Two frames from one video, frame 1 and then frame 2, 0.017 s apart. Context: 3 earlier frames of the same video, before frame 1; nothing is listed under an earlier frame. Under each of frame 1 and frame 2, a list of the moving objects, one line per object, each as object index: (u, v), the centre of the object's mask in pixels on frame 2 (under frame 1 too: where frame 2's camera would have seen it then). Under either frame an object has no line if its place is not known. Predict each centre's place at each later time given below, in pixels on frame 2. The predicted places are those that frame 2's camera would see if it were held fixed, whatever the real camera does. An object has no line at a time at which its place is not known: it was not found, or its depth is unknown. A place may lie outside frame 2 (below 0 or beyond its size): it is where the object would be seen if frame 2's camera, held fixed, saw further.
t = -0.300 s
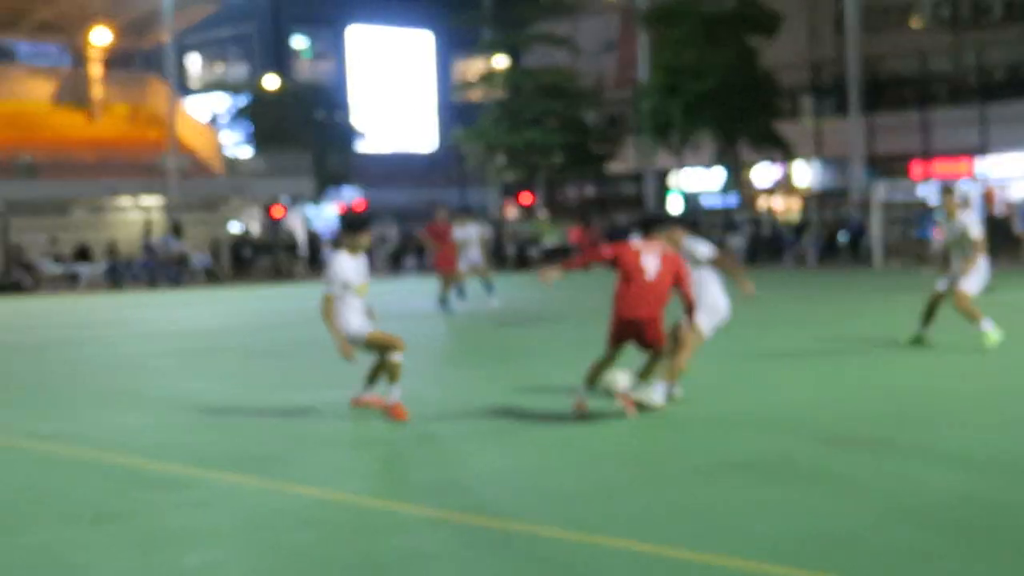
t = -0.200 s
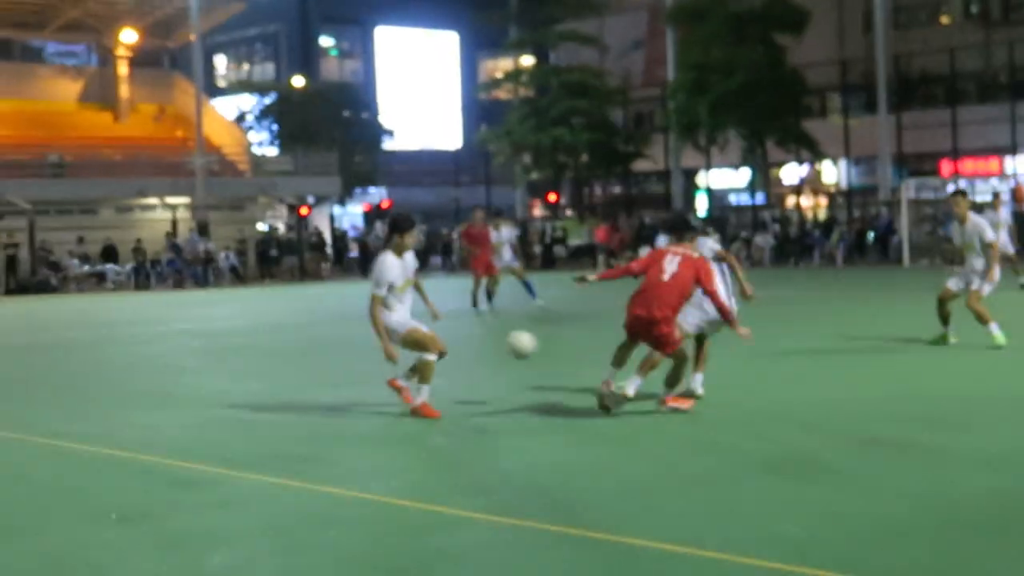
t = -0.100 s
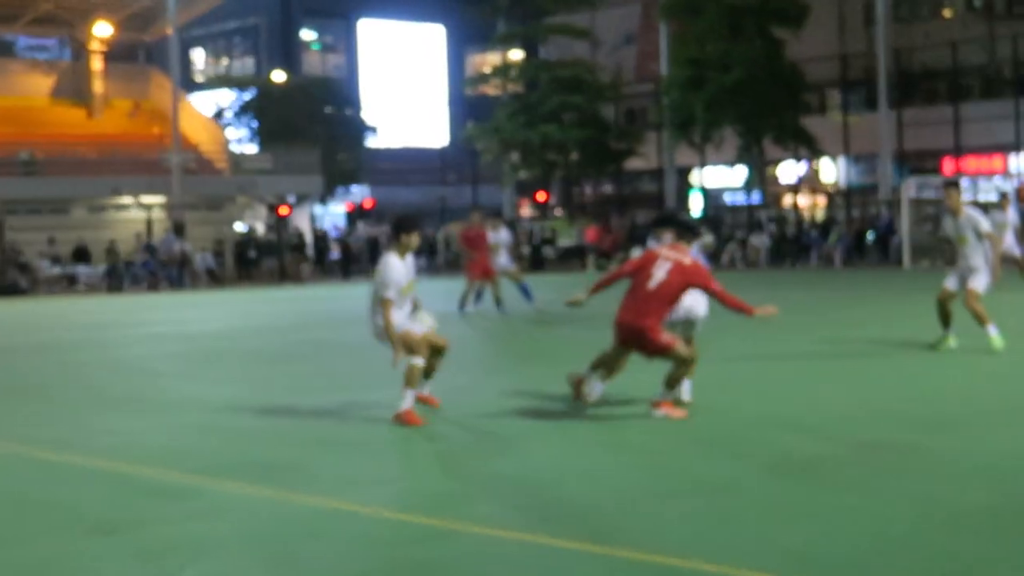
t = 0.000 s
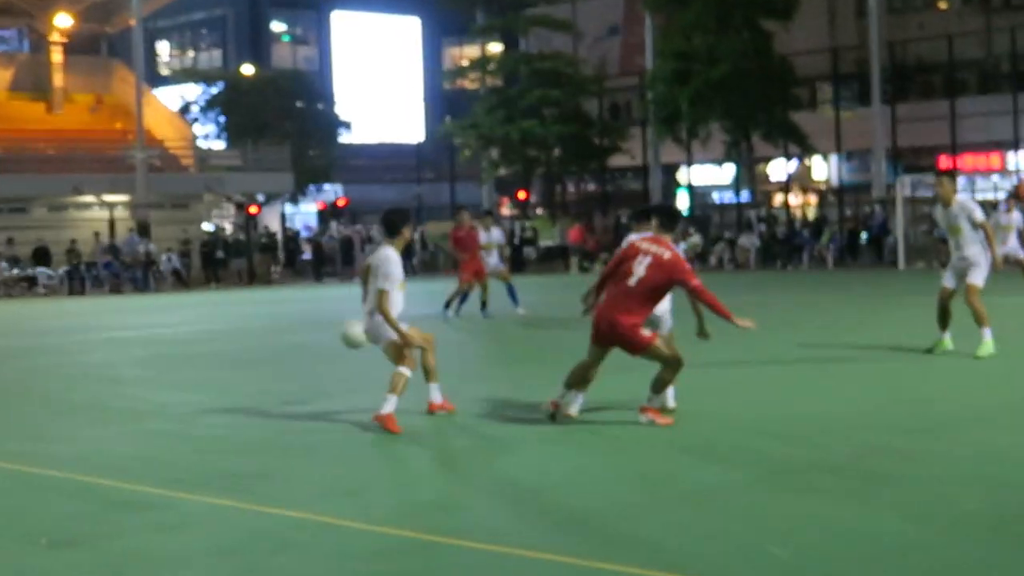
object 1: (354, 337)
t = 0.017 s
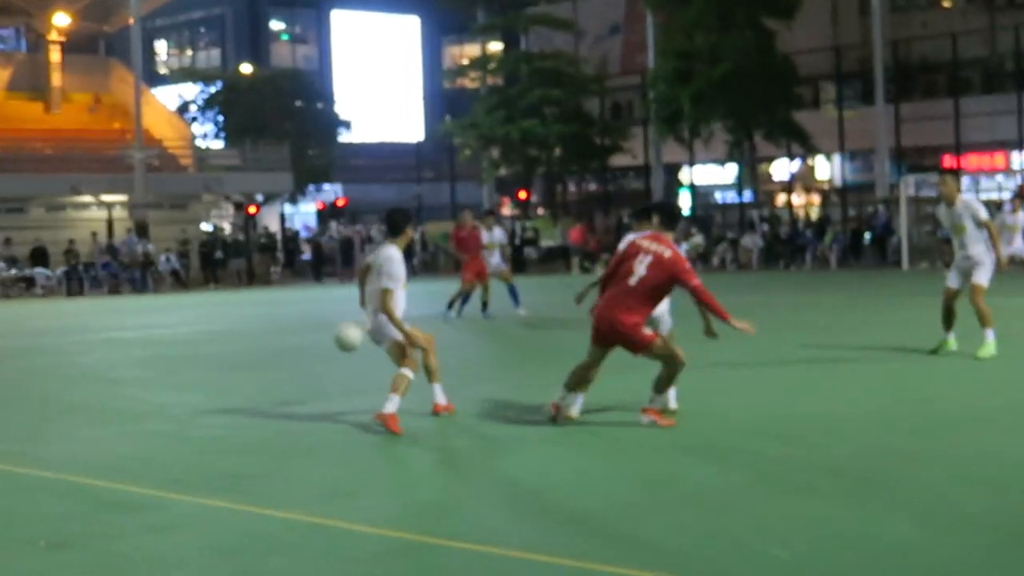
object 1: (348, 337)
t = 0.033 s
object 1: (341, 338)
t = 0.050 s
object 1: (334, 337)
